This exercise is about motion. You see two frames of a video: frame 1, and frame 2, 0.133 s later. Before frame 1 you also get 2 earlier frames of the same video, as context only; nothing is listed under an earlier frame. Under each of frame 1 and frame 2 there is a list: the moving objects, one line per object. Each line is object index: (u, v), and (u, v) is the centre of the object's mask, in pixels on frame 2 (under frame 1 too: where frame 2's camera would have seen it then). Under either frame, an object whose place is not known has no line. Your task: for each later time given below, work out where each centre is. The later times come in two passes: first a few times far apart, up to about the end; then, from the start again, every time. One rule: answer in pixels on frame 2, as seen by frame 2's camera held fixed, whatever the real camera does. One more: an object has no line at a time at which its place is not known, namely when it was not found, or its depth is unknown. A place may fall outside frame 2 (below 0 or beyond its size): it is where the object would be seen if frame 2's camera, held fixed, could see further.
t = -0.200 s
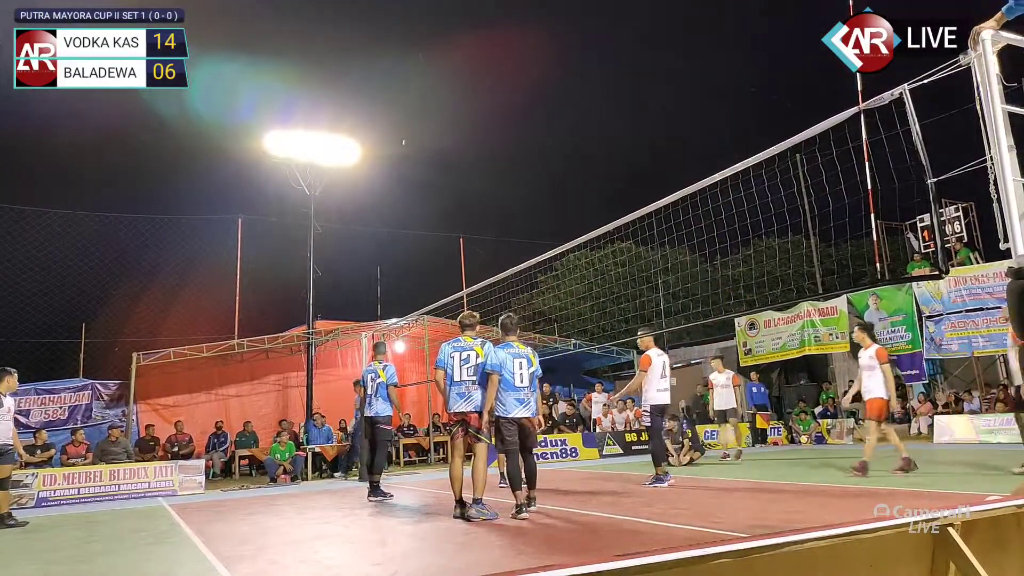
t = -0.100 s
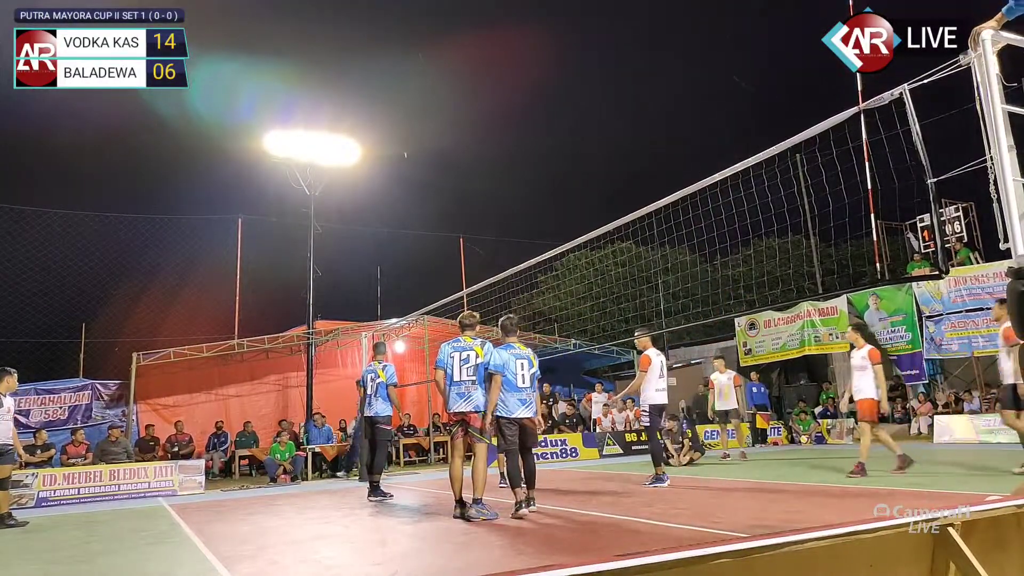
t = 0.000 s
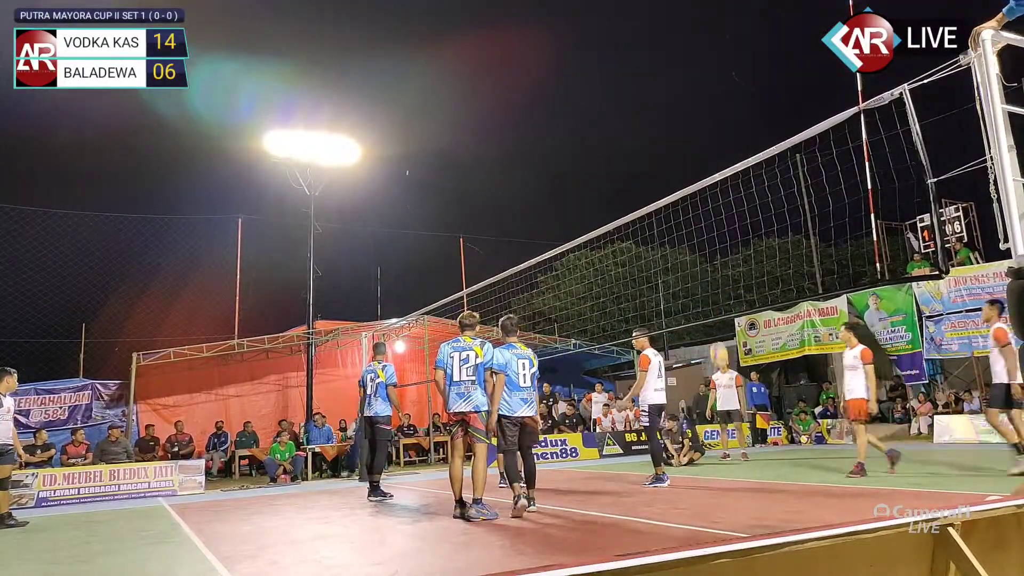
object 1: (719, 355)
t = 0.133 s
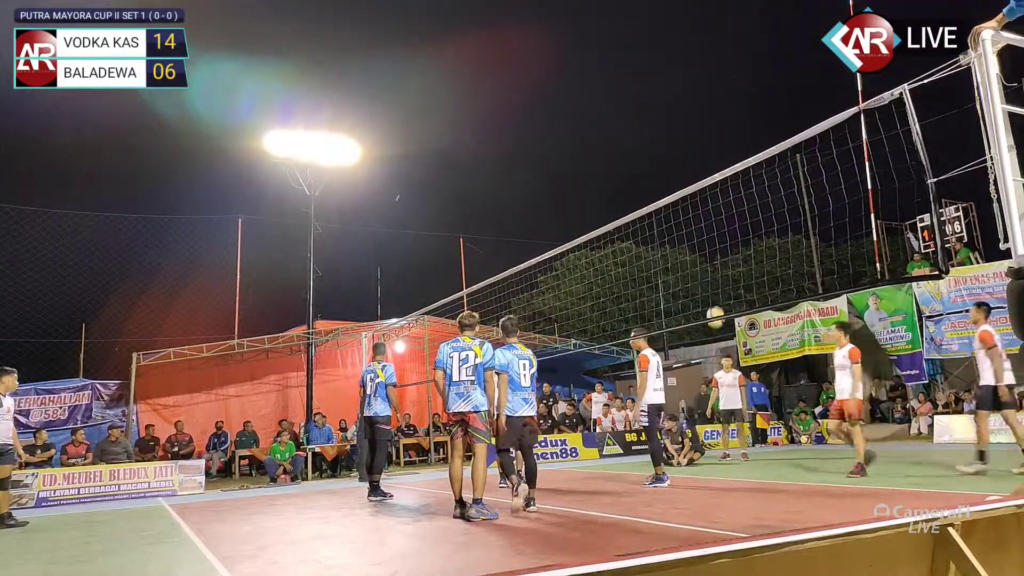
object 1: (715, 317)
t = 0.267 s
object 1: (713, 295)
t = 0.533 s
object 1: (713, 290)
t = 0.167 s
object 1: (714, 309)
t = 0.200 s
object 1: (714, 304)
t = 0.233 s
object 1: (714, 299)
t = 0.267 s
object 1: (713, 295)
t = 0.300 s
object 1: (713, 292)
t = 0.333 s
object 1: (712, 289)
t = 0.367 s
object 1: (713, 287)
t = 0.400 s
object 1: (713, 286)
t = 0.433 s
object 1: (712, 286)
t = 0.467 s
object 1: (712, 287)
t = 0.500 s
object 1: (714, 288)
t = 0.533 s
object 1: (713, 290)
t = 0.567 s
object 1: (713, 293)
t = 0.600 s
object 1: (714, 297)
